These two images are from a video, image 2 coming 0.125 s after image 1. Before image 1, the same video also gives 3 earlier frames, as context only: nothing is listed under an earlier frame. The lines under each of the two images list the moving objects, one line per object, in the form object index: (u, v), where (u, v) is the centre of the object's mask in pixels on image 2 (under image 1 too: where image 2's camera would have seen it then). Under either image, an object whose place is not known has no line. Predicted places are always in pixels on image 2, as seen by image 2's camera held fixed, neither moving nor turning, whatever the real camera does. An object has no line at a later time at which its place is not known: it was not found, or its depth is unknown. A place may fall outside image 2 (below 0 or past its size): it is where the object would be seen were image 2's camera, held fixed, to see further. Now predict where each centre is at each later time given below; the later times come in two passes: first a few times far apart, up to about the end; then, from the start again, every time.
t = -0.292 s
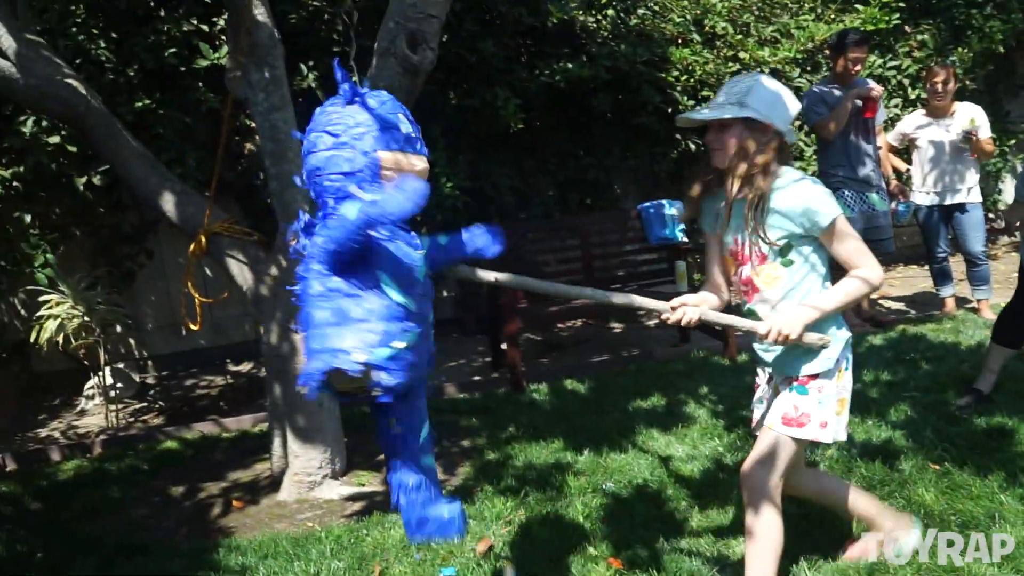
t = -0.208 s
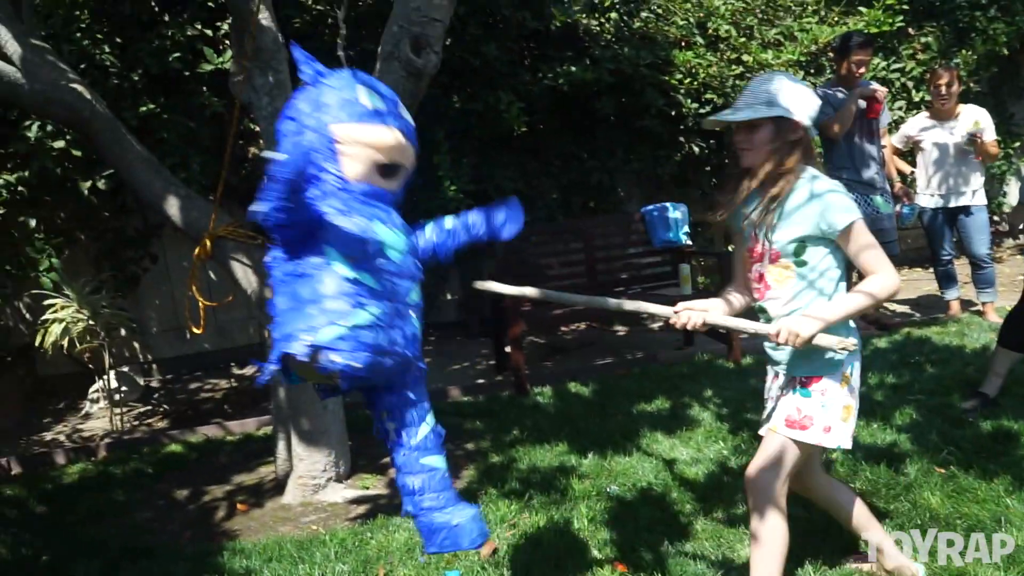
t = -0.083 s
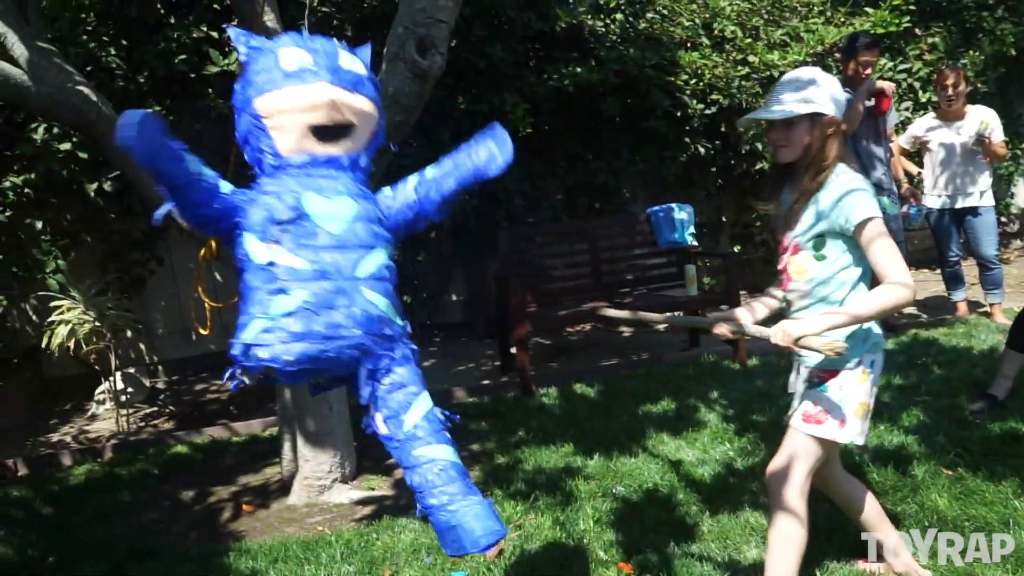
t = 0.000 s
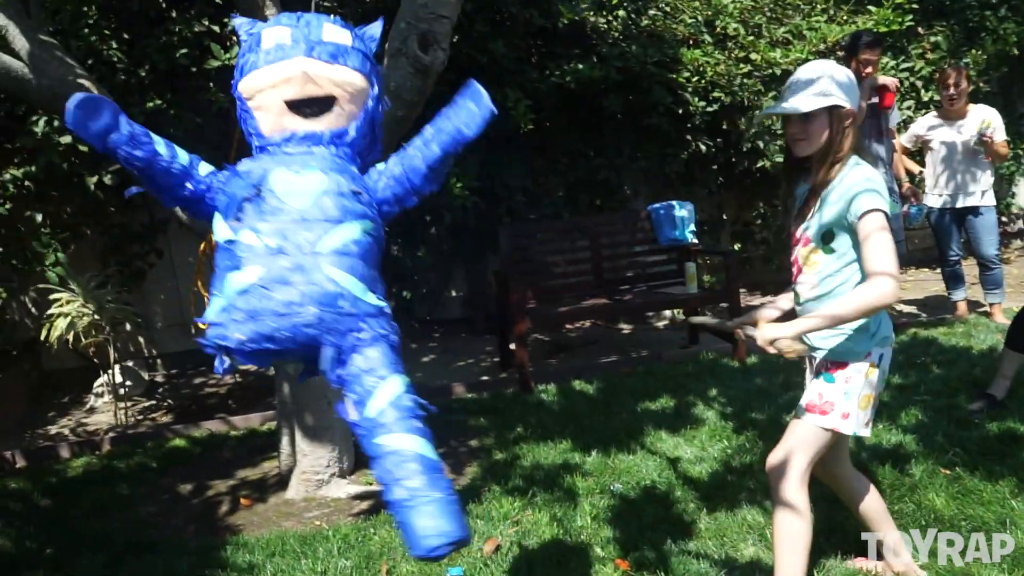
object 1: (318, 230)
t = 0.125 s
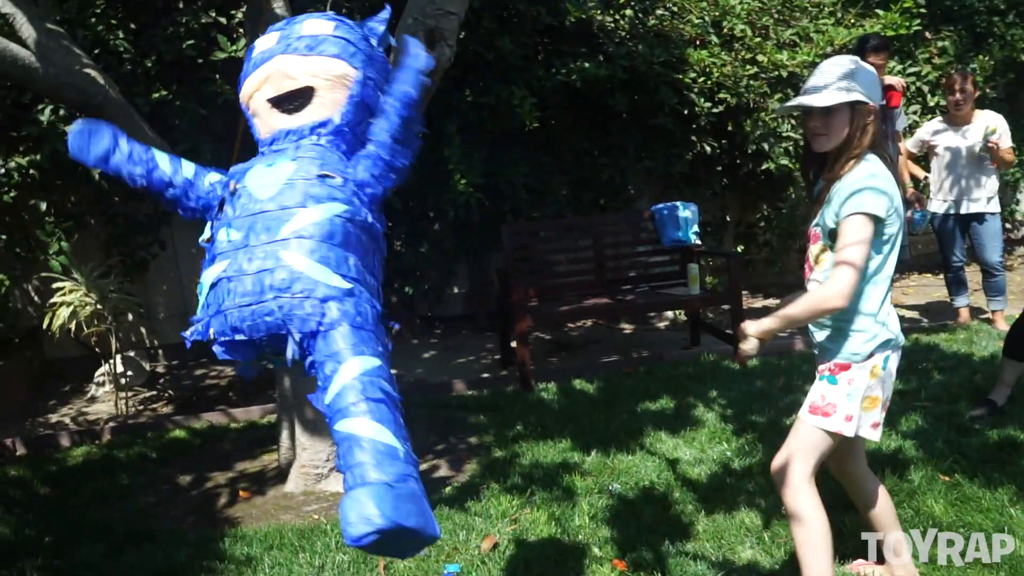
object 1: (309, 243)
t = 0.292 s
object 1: (317, 276)
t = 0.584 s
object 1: (376, 286)
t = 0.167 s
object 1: (305, 252)
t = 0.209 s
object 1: (306, 262)
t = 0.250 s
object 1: (312, 272)
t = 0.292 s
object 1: (317, 276)
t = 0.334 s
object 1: (325, 283)
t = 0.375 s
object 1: (335, 288)
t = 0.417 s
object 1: (344, 288)
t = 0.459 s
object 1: (352, 287)
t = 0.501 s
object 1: (360, 288)
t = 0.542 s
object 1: (368, 288)
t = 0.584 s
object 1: (376, 286)
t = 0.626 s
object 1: (384, 282)
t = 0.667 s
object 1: (392, 276)
